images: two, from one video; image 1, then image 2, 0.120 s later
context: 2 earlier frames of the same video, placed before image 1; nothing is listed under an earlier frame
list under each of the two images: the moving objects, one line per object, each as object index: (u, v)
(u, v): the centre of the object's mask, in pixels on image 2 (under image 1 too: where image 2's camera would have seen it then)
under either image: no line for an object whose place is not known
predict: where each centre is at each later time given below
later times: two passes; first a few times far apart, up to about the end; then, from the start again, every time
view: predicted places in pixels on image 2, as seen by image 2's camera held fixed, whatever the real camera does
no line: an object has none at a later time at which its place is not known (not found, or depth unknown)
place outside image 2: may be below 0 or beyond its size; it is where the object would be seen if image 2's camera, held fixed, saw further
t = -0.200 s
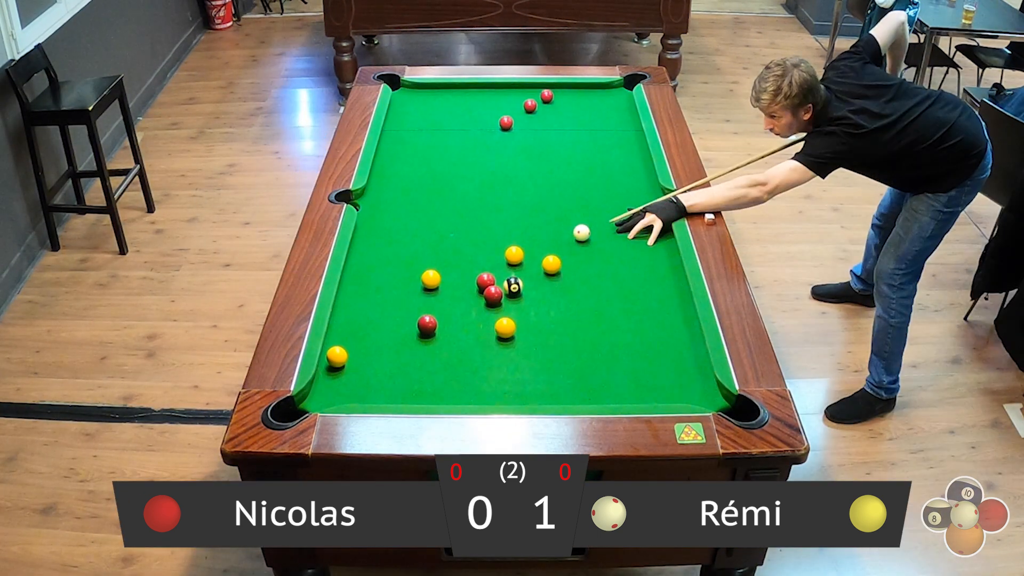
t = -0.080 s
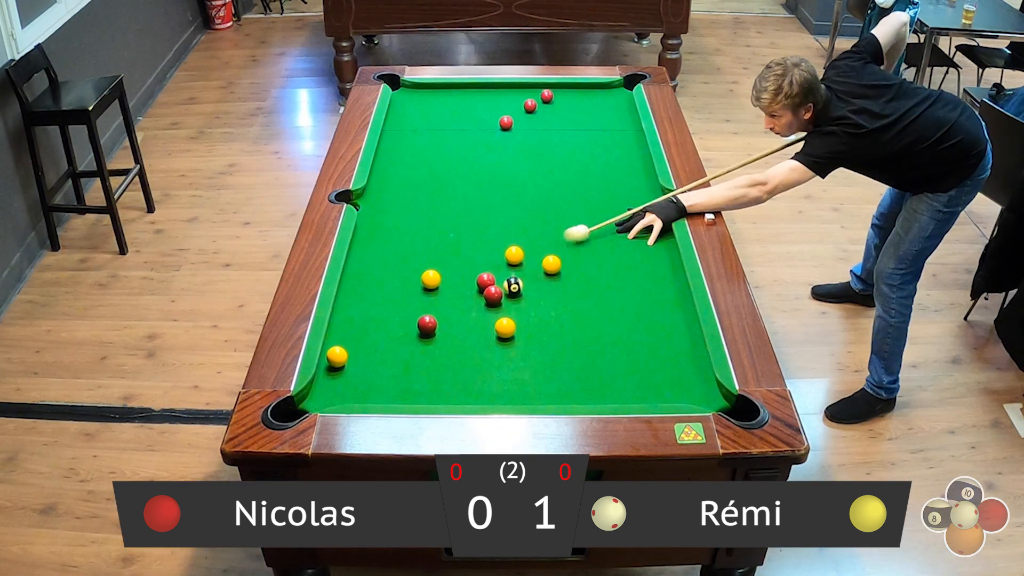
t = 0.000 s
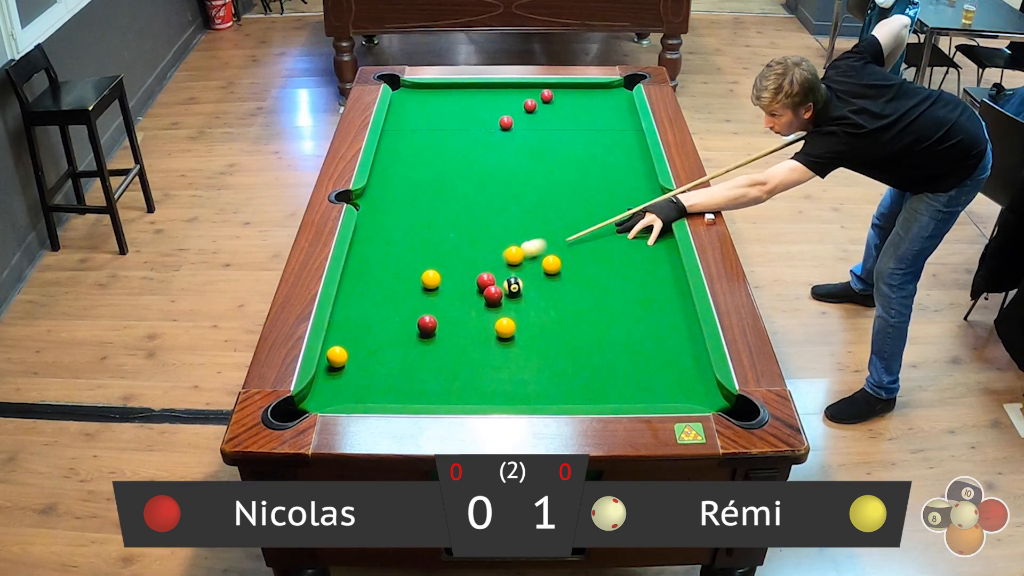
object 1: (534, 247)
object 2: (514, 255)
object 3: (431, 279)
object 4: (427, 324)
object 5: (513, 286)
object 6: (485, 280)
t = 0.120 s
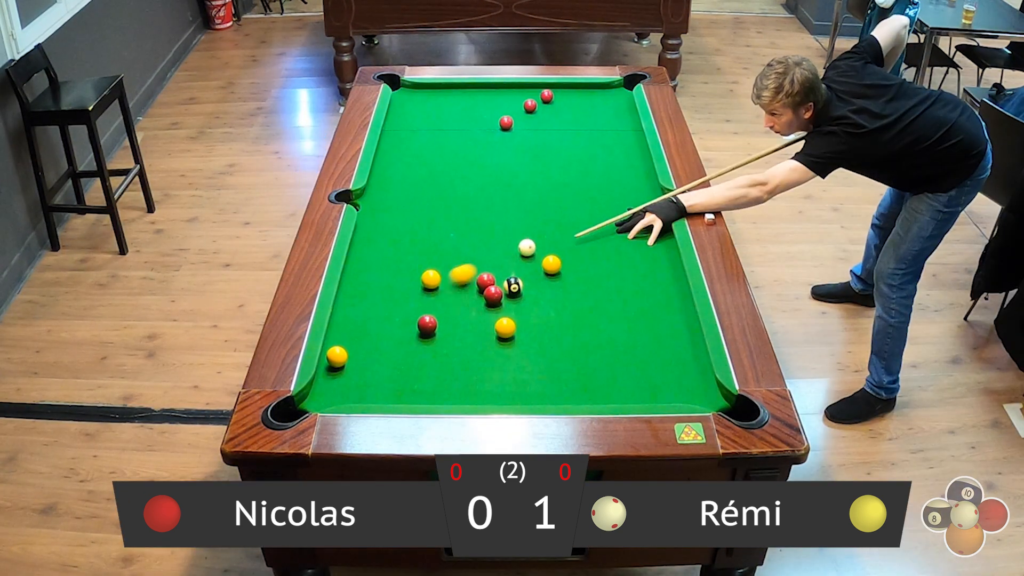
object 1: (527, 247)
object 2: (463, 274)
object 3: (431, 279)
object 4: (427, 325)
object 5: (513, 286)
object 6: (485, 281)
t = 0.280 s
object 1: (525, 245)
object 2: (439, 297)
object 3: (396, 278)
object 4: (427, 325)
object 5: (513, 286)
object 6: (485, 280)
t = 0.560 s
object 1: (523, 242)
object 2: (415, 317)
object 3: (360, 279)
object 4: (424, 343)
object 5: (513, 286)
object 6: (485, 280)
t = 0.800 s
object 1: (522, 240)
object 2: (396, 323)
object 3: (397, 280)
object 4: (420, 366)
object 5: (513, 286)
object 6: (485, 281)
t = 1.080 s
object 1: (523, 240)
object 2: (378, 330)
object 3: (438, 281)
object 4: (416, 391)
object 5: (513, 286)
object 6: (485, 280)
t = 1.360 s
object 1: (523, 240)
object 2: (362, 336)
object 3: (468, 281)
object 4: (417, 389)
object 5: (513, 286)
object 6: (491, 279)
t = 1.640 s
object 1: (523, 240)
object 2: (349, 341)
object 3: (474, 281)
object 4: (419, 375)
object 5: (520, 288)
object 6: (499, 279)
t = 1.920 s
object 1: (523, 240)
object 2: (339, 341)
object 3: (476, 281)
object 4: (421, 363)
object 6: (500, 278)
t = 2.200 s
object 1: (523, 240)
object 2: (333, 341)
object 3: (476, 280)
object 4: (423, 353)
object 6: (500, 278)
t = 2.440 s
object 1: (523, 240)
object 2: (334, 341)
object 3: (476, 280)
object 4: (425, 346)
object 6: (500, 278)
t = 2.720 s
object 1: (523, 240)
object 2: (333, 341)
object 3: (476, 280)
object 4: (427, 339)
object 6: (500, 278)
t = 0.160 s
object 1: (527, 247)
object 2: (450, 280)
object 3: (428, 278)
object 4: (427, 324)
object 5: (513, 286)
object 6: (485, 280)
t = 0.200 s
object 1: (526, 246)
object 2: (447, 286)
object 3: (416, 278)
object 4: (427, 324)
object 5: (513, 286)
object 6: (485, 280)
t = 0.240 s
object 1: (526, 245)
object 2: (443, 291)
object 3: (405, 278)
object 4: (427, 324)
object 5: (513, 286)
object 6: (485, 280)
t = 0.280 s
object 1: (525, 245)
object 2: (439, 297)
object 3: (396, 278)
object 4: (427, 325)
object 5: (513, 286)
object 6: (485, 280)
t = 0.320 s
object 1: (525, 244)
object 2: (435, 303)
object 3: (387, 279)
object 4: (427, 325)
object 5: (513, 286)
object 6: (485, 280)
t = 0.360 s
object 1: (525, 244)
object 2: (432, 307)
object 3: (378, 279)
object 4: (427, 324)
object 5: (513, 286)
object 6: (485, 280)
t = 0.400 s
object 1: (524, 243)
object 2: (428, 311)
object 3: (369, 279)
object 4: (426, 327)
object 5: (513, 286)
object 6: (485, 280)
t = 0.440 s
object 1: (524, 243)
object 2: (424, 312)
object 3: (360, 278)
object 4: (426, 331)
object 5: (513, 286)
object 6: (485, 280)
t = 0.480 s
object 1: (524, 242)
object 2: (421, 314)
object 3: (351, 279)
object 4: (425, 335)
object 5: (513, 286)
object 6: (485, 280)
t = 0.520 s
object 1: (524, 242)
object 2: (418, 315)
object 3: (354, 279)
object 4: (424, 339)
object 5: (513, 286)
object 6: (485, 280)
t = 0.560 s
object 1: (523, 242)
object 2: (415, 317)
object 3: (360, 279)
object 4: (424, 343)
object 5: (513, 286)
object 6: (485, 280)
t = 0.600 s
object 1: (523, 241)
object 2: (412, 318)
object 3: (367, 279)
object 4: (423, 348)
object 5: (513, 286)
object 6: (485, 280)
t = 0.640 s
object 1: (523, 241)
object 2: (408, 319)
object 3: (373, 280)
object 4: (422, 351)
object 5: (513, 286)
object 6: (485, 280)
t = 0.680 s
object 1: (523, 241)
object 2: (405, 320)
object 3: (379, 280)
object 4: (422, 355)
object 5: (513, 286)
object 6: (485, 280)
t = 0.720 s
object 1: (522, 240)
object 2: (402, 321)
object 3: (385, 280)
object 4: (421, 359)
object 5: (513, 286)
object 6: (485, 280)
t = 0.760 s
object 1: (522, 240)
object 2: (399, 322)
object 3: (391, 280)
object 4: (420, 363)
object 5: (513, 286)
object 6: (485, 280)
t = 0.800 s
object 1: (522, 240)
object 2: (396, 323)
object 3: (397, 280)
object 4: (420, 366)
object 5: (513, 286)
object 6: (485, 281)
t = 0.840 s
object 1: (522, 240)
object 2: (394, 324)
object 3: (403, 280)
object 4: (419, 370)
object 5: (513, 286)
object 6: (485, 280)
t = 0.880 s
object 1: (522, 240)
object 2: (391, 326)
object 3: (409, 280)
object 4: (419, 374)
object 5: (513, 286)
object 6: (485, 280)
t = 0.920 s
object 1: (522, 240)
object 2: (388, 327)
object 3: (415, 280)
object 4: (418, 377)
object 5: (513, 286)
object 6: (485, 280)
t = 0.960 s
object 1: (522, 239)
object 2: (385, 328)
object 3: (421, 280)
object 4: (418, 381)
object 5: (513, 286)
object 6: (485, 280)
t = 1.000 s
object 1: (522, 239)
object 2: (383, 329)
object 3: (427, 281)
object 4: (417, 385)
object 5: (513, 286)
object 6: (485, 280)
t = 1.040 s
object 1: (523, 239)
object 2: (380, 330)
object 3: (432, 281)
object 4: (417, 388)
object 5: (513, 286)
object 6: (485, 280)
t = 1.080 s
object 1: (523, 240)
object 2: (378, 330)
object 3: (438, 281)
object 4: (416, 391)
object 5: (513, 286)
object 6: (485, 280)
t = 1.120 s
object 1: (523, 240)
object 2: (375, 331)
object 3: (443, 281)
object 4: (416, 395)
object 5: (513, 286)
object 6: (485, 280)
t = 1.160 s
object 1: (523, 240)
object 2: (373, 332)
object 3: (449, 281)
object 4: (415, 397)
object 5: (513, 286)
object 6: (485, 280)
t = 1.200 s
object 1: (523, 240)
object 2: (370, 333)
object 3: (454, 281)
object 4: (415, 397)
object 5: (513, 286)
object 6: (485, 280)
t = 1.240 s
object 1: (523, 240)
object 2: (368, 334)
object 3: (459, 281)
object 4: (416, 396)
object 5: (513, 286)
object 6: (485, 280)
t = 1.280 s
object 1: (523, 240)
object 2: (366, 335)
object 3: (464, 281)
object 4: (416, 393)
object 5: (513, 286)
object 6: (485, 280)
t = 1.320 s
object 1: (523, 240)
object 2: (364, 336)
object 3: (467, 281)
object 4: (416, 391)
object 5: (513, 286)
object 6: (488, 280)
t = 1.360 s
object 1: (523, 240)
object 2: (362, 336)
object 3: (468, 281)
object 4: (417, 389)
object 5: (513, 286)
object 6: (491, 279)
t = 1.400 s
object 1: (523, 240)
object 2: (359, 337)
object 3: (469, 281)
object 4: (417, 387)
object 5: (513, 286)
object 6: (495, 279)
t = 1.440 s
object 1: (523, 240)
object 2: (358, 338)
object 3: (470, 281)
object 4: (417, 385)
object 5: (515, 286)
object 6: (496, 279)
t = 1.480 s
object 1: (523, 240)
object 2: (356, 338)
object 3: (471, 281)
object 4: (418, 383)
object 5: (516, 287)
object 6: (497, 279)
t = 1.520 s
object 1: (523, 240)
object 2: (354, 339)
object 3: (472, 281)
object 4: (418, 381)
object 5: (517, 287)
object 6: (497, 279)
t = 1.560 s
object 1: (523, 240)
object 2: (352, 340)
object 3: (472, 281)
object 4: (418, 379)
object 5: (519, 287)
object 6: (498, 279)
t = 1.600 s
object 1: (523, 240)
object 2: (350, 340)
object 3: (473, 281)
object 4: (419, 377)
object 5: (519, 287)
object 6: (499, 279)
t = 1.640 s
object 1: (523, 240)
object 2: (349, 341)
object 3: (474, 281)
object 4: (419, 375)
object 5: (520, 288)
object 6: (499, 279)
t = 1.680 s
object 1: (523, 240)
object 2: (347, 341)
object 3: (474, 281)
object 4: (419, 373)
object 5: (521, 288)
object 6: (500, 279)
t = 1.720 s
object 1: (523, 240)
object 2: (346, 341)
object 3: (475, 281)
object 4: (420, 372)
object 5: (523, 288)
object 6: (500, 279)
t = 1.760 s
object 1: (523, 240)
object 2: (344, 341)
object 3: (475, 281)
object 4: (420, 370)
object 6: (500, 279)
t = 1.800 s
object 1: (523, 240)
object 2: (343, 341)
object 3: (475, 281)
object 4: (420, 368)
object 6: (500, 279)
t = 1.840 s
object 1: (523, 240)
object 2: (342, 341)
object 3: (476, 281)
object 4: (421, 366)
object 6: (500, 279)
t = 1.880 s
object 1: (523, 240)
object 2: (340, 341)
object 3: (476, 281)
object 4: (421, 365)
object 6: (501, 279)
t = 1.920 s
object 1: (523, 240)
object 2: (339, 341)
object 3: (476, 281)
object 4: (421, 363)
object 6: (500, 278)
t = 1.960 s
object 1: (523, 240)
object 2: (338, 341)
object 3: (476, 281)
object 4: (421, 362)
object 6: (500, 278)
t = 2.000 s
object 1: (523, 240)
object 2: (336, 341)
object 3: (476, 281)
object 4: (422, 360)
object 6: (501, 278)
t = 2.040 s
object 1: (523, 240)
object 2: (335, 341)
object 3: (476, 281)
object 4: (422, 358)
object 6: (500, 278)
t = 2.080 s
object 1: (523, 240)
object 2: (334, 341)
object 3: (476, 281)
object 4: (422, 357)
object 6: (500, 278)
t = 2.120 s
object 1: (523, 240)
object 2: (333, 341)
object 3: (476, 281)
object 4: (423, 356)
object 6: (500, 278)
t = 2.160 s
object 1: (523, 240)
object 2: (333, 341)
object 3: (476, 281)
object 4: (423, 354)
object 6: (500, 278)
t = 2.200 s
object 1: (523, 240)
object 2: (333, 341)
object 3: (476, 280)
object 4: (423, 353)
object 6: (500, 278)
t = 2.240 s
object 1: (523, 240)
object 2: (334, 341)
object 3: (476, 280)
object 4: (424, 352)
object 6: (500, 278)
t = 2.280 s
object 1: (523, 240)
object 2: (334, 341)
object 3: (476, 280)
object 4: (424, 350)
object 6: (500, 278)
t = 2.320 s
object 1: (523, 240)
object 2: (334, 341)
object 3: (476, 280)
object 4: (424, 349)
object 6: (500, 278)
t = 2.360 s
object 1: (523, 240)
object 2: (335, 341)
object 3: (476, 280)
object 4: (425, 348)
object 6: (500, 278)
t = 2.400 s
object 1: (523, 240)
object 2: (335, 341)
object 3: (476, 280)
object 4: (425, 347)
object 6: (500, 278)
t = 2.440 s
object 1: (523, 240)
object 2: (334, 341)
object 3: (476, 280)
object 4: (425, 346)
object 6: (500, 278)
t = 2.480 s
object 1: (523, 240)
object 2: (334, 341)
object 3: (476, 280)
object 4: (426, 345)
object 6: (500, 278)
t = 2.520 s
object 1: (523, 240)
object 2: (334, 341)
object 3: (476, 281)
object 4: (426, 343)
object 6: (500, 278)
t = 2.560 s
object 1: (523, 240)
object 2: (334, 341)
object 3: (476, 280)
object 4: (426, 343)
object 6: (501, 278)
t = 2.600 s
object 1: (523, 240)
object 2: (334, 341)
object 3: (476, 281)
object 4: (426, 342)
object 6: (500, 278)
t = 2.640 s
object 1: (523, 240)
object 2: (334, 341)
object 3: (476, 281)
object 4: (426, 341)
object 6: (500, 278)
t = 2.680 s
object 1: (523, 240)
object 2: (334, 341)
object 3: (476, 281)
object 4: (426, 340)
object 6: (500, 278)
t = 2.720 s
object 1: (523, 240)
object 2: (333, 341)
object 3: (476, 280)
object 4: (427, 339)
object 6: (500, 278)
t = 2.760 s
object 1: (523, 240)
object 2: (333, 341)
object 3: (476, 280)
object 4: (427, 339)
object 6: (500, 278)
